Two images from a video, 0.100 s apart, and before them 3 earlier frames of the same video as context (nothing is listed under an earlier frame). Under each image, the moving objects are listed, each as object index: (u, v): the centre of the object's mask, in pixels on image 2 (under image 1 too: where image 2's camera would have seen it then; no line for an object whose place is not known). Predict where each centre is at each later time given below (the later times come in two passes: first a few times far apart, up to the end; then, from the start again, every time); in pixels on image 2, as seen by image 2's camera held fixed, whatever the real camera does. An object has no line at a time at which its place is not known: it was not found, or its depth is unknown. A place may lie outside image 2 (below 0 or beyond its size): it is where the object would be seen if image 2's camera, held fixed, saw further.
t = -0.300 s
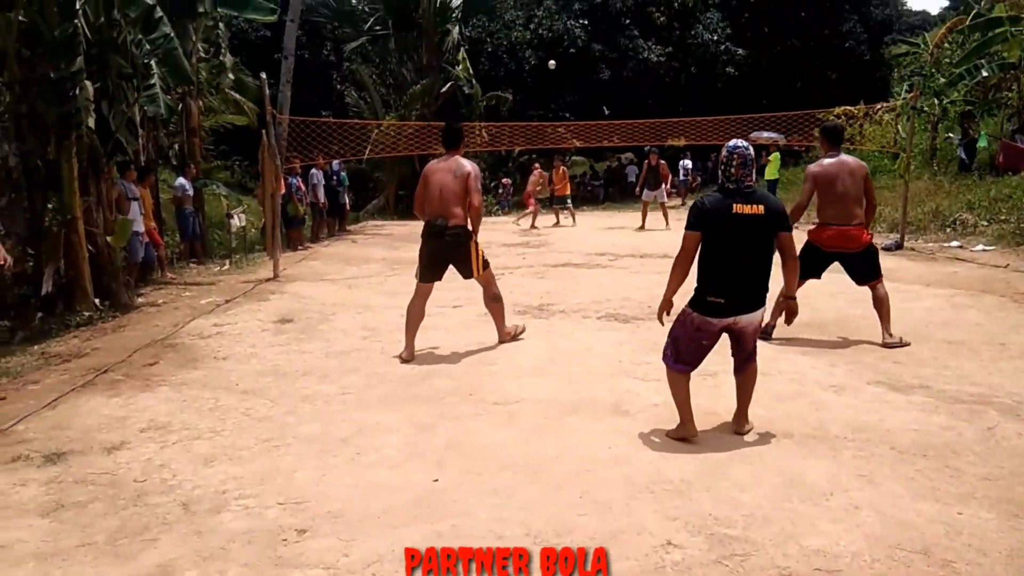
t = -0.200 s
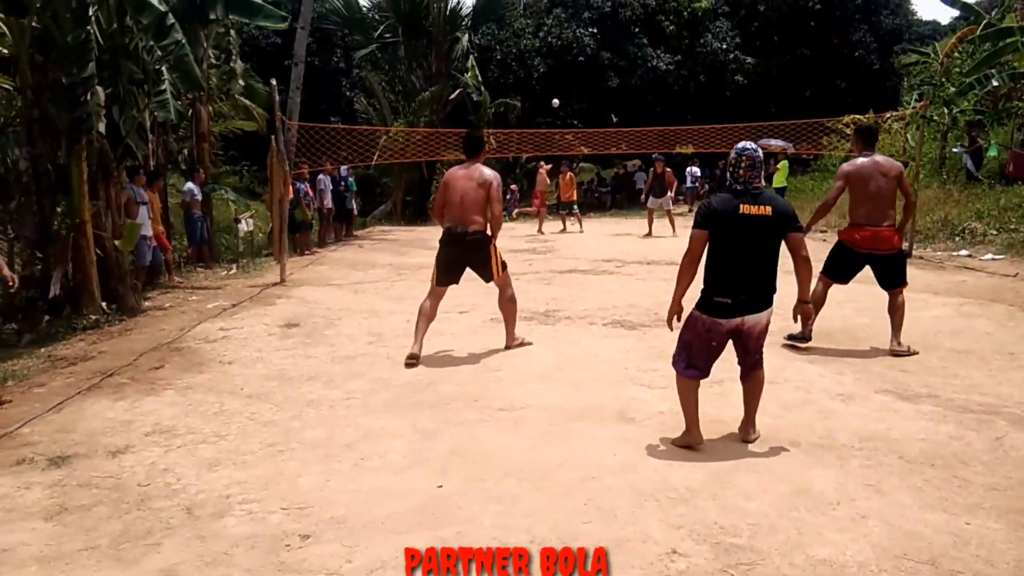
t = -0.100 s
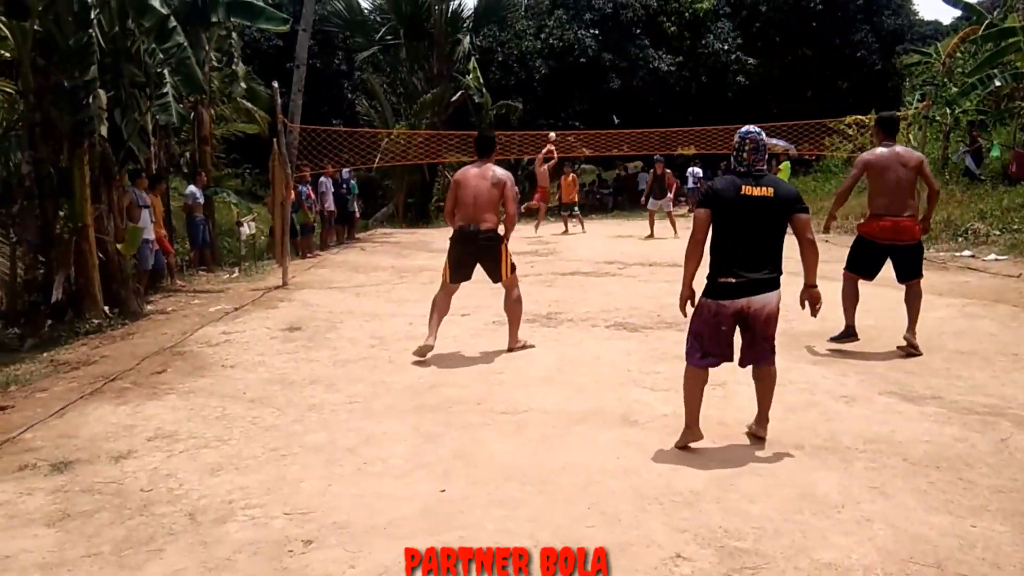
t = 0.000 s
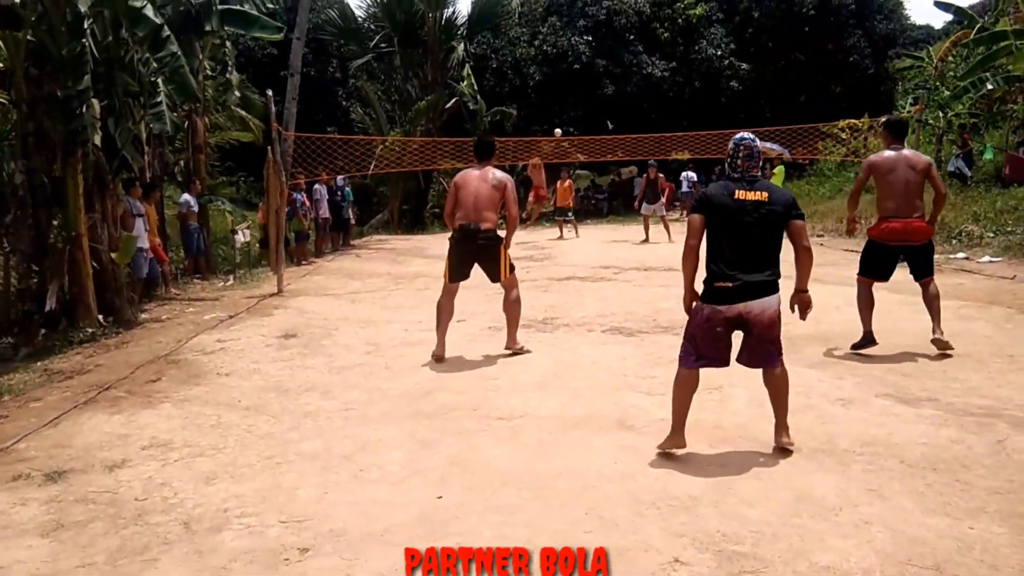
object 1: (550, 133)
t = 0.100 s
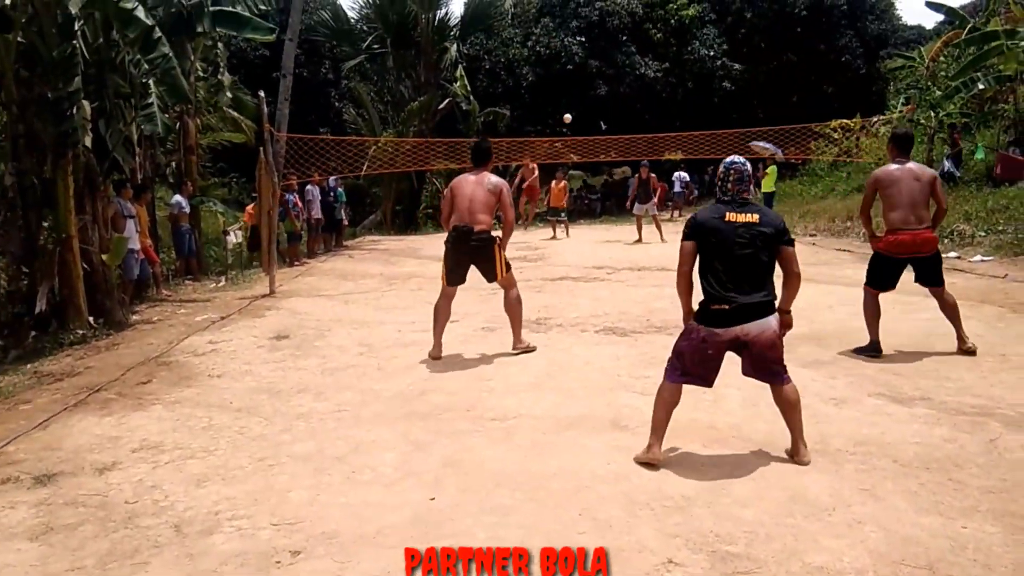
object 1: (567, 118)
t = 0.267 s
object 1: (604, 100)
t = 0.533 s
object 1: (702, 104)
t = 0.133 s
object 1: (574, 114)
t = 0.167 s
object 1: (580, 110)
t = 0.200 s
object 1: (588, 107)
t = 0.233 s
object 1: (596, 103)
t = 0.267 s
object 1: (604, 100)
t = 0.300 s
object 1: (613, 98)
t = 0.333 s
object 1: (623, 97)
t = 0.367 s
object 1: (634, 96)
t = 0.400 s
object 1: (645, 96)
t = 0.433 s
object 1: (658, 96)
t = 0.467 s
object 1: (672, 98)
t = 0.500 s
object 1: (687, 101)
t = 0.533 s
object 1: (702, 104)
